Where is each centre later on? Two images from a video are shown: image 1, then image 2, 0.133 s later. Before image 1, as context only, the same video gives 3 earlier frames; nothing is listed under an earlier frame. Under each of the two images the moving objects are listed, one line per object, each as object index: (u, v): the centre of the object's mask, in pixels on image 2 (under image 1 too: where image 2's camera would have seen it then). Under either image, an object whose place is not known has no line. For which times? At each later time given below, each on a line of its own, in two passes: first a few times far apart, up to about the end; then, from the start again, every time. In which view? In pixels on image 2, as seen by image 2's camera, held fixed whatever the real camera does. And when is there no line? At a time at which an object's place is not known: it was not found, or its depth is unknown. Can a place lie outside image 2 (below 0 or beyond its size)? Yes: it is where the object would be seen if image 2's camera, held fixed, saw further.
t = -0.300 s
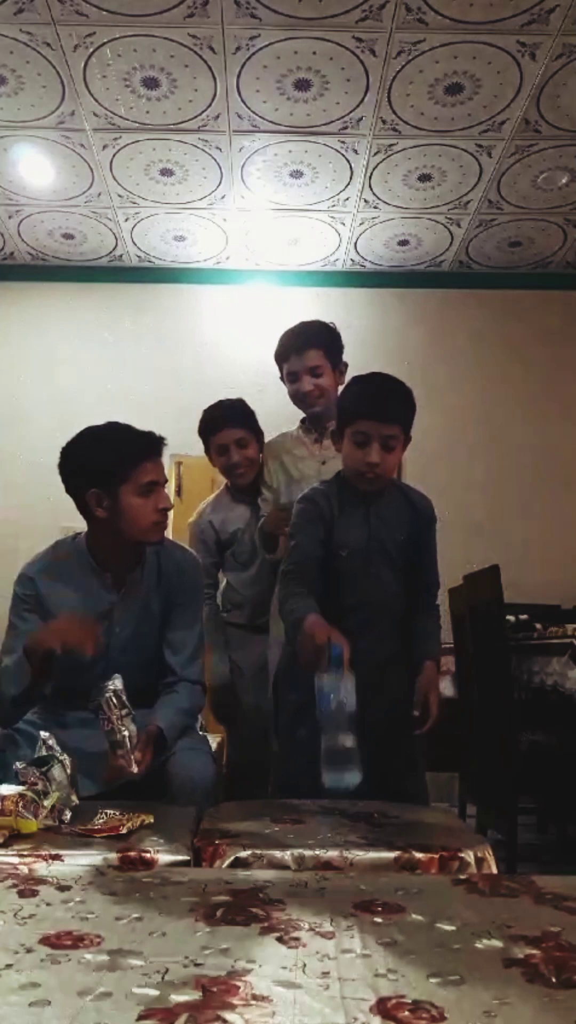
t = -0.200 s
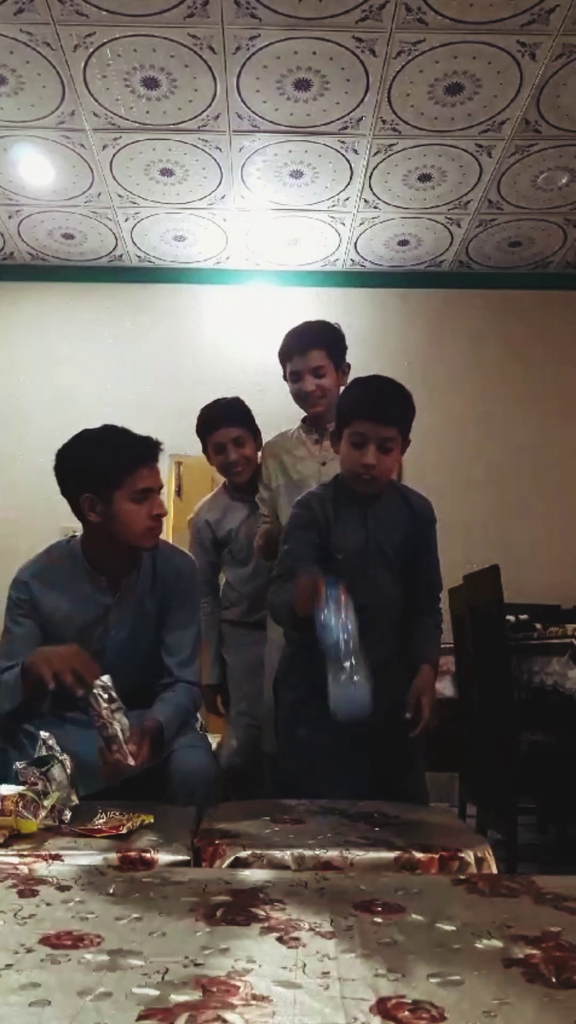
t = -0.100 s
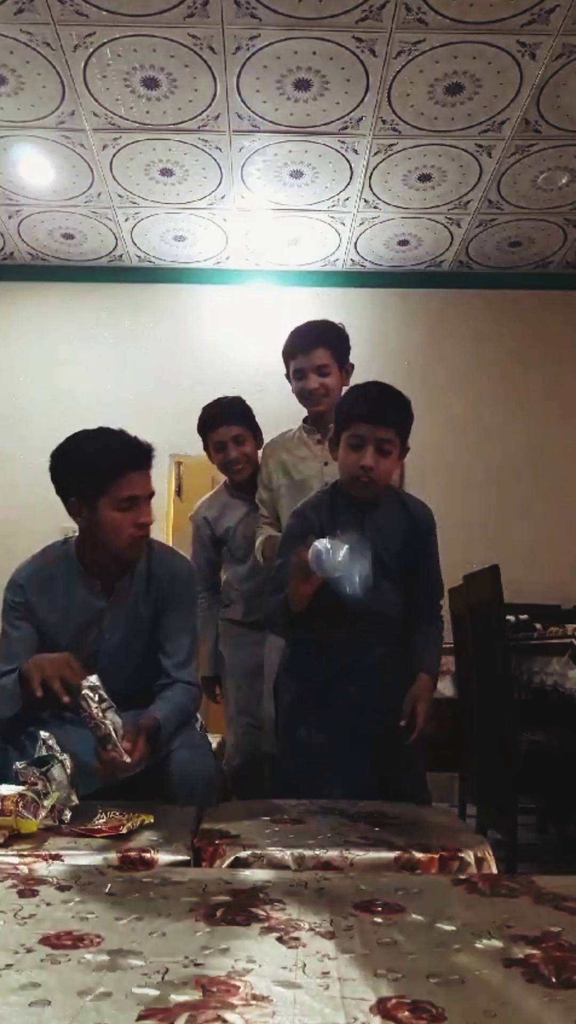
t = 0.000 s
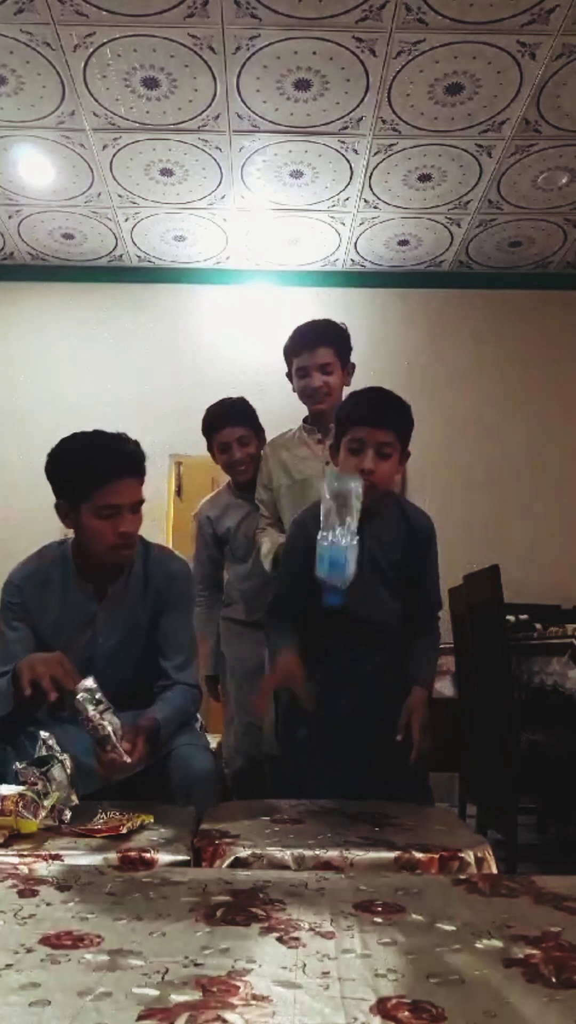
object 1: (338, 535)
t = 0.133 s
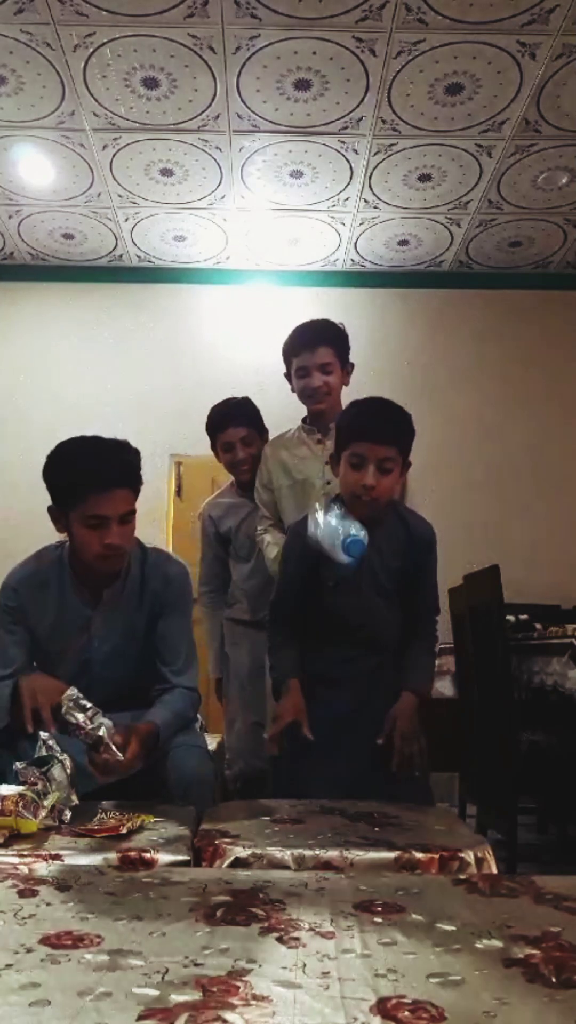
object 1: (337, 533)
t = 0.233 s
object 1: (334, 613)
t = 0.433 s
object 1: (333, 803)
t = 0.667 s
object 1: (333, 804)
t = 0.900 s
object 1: (335, 802)
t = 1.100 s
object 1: (335, 803)
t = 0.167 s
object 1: (337, 552)
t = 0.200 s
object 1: (336, 579)
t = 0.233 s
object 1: (334, 613)
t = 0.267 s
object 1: (336, 642)
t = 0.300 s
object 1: (333, 708)
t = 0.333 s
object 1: (334, 754)
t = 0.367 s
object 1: (336, 781)
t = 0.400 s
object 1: (334, 803)
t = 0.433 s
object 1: (333, 803)
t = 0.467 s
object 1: (333, 804)
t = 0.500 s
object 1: (333, 804)
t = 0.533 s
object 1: (333, 804)
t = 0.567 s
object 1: (333, 805)
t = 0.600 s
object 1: (333, 805)
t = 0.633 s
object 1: (333, 805)
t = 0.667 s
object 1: (333, 804)
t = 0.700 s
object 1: (334, 804)
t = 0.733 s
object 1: (334, 803)
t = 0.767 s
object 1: (334, 803)
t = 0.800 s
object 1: (334, 802)
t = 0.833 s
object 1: (334, 802)
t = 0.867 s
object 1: (334, 802)
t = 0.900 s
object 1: (335, 802)
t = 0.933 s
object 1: (335, 802)
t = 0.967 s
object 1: (335, 802)
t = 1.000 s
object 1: (335, 802)
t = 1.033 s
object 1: (335, 803)
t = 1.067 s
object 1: (335, 803)
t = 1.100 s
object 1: (335, 803)
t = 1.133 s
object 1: (335, 803)
